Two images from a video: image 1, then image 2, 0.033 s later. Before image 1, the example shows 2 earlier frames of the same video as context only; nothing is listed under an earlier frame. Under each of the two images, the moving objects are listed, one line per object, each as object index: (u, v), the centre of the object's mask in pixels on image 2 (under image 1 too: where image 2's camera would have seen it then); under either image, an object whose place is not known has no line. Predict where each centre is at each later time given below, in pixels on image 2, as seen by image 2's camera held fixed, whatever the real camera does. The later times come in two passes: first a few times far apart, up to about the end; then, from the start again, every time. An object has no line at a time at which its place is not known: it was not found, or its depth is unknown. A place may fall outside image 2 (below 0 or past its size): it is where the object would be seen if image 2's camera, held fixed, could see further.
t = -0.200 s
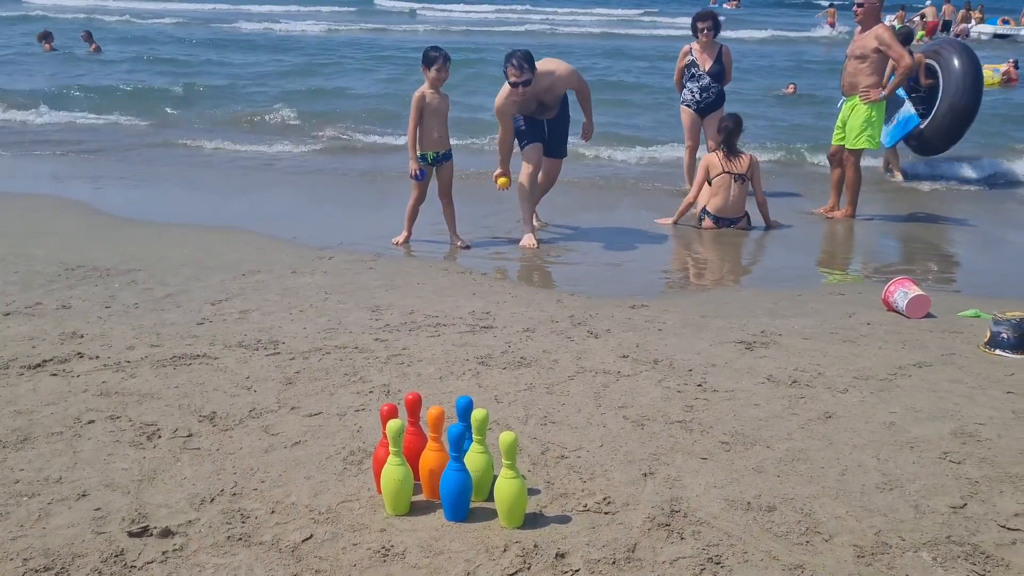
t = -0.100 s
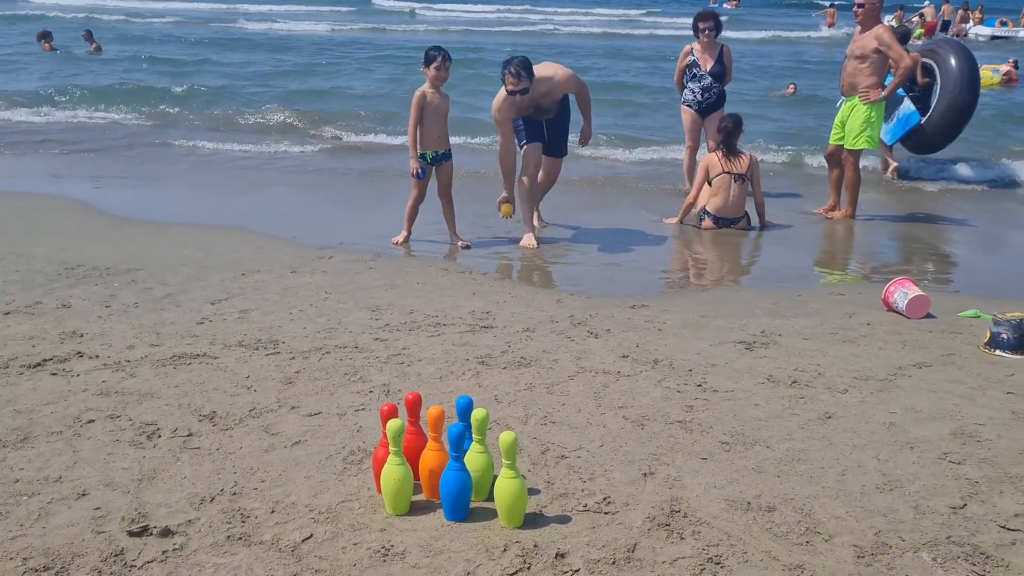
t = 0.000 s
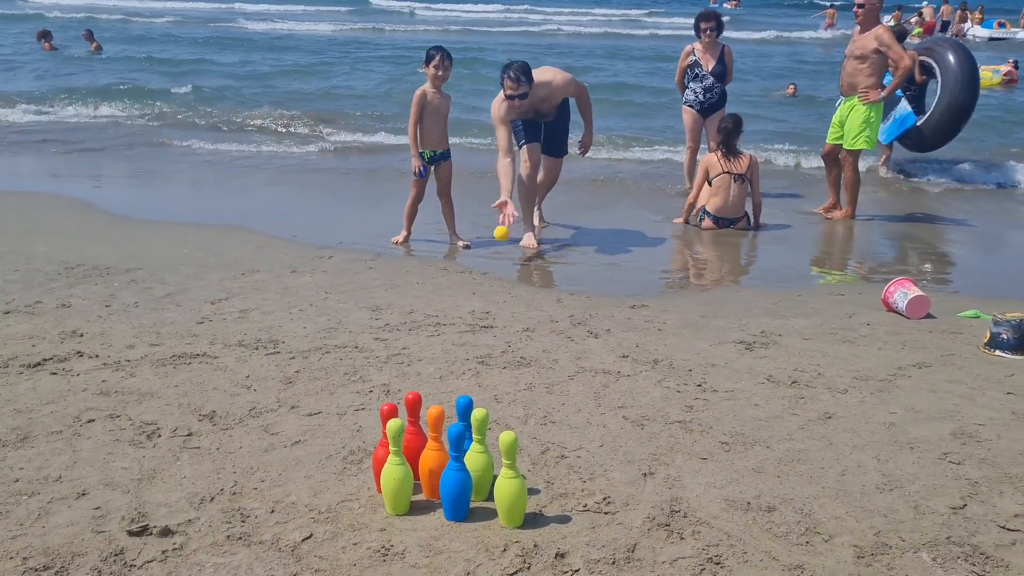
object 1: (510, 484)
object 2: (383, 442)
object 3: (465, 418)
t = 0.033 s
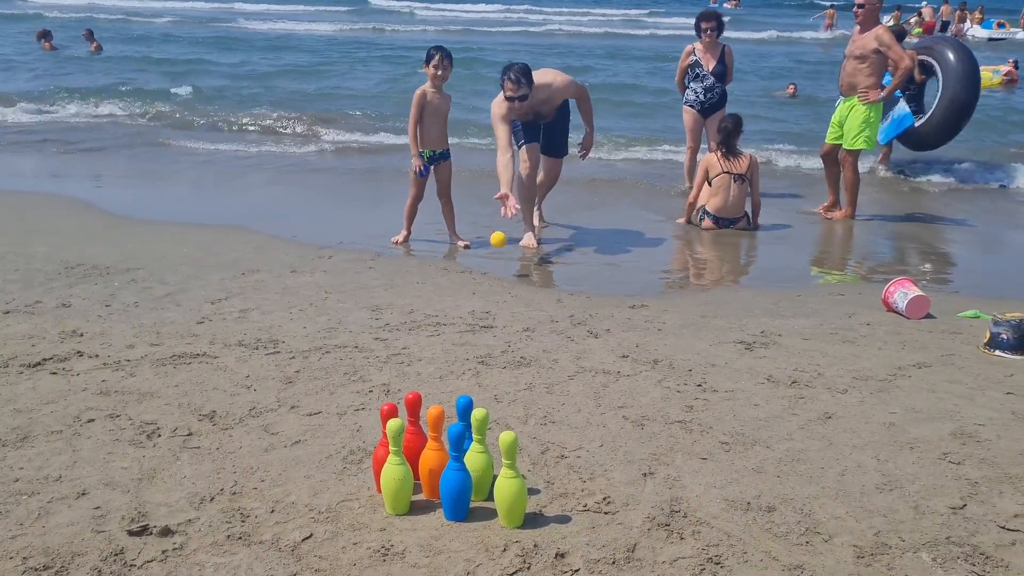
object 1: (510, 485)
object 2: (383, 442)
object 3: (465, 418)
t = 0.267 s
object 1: (510, 484)
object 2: (383, 442)
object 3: (465, 418)
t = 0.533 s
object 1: (514, 487)
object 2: (360, 467)
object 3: (481, 464)
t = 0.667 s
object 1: (521, 509)
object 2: (338, 502)
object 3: (496, 474)
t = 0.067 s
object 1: (510, 484)
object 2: (383, 442)
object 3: (465, 418)
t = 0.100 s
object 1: (510, 484)
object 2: (383, 442)
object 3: (465, 418)
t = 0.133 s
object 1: (510, 484)
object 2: (383, 442)
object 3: (465, 418)
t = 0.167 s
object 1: (510, 484)
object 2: (383, 442)
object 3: (465, 418)
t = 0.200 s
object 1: (510, 484)
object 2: (383, 442)
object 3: (465, 418)
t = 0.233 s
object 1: (510, 484)
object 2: (383, 442)
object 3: (465, 418)
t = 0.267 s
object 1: (510, 484)
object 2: (383, 442)
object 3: (465, 418)
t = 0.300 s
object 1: (510, 484)
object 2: (383, 442)
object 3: (465, 417)
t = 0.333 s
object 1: (510, 484)
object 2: (383, 442)
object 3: (465, 418)
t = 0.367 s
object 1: (510, 484)
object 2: (380, 447)
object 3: (471, 429)
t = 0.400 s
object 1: (510, 485)
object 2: (374, 451)
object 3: (476, 451)
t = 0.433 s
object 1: (510, 485)
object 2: (372, 454)
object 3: (477, 452)
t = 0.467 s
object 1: (511, 486)
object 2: (368, 456)
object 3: (478, 456)
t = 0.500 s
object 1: (513, 487)
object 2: (365, 461)
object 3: (480, 460)
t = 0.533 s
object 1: (514, 487)
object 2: (360, 467)
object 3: (481, 464)
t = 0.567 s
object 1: (516, 490)
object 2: (354, 473)
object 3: (481, 467)
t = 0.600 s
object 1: (519, 496)
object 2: (346, 489)
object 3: (484, 470)
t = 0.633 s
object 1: (522, 502)
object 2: (341, 501)
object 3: (486, 472)
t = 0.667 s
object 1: (521, 509)
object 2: (338, 502)
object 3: (496, 474)
